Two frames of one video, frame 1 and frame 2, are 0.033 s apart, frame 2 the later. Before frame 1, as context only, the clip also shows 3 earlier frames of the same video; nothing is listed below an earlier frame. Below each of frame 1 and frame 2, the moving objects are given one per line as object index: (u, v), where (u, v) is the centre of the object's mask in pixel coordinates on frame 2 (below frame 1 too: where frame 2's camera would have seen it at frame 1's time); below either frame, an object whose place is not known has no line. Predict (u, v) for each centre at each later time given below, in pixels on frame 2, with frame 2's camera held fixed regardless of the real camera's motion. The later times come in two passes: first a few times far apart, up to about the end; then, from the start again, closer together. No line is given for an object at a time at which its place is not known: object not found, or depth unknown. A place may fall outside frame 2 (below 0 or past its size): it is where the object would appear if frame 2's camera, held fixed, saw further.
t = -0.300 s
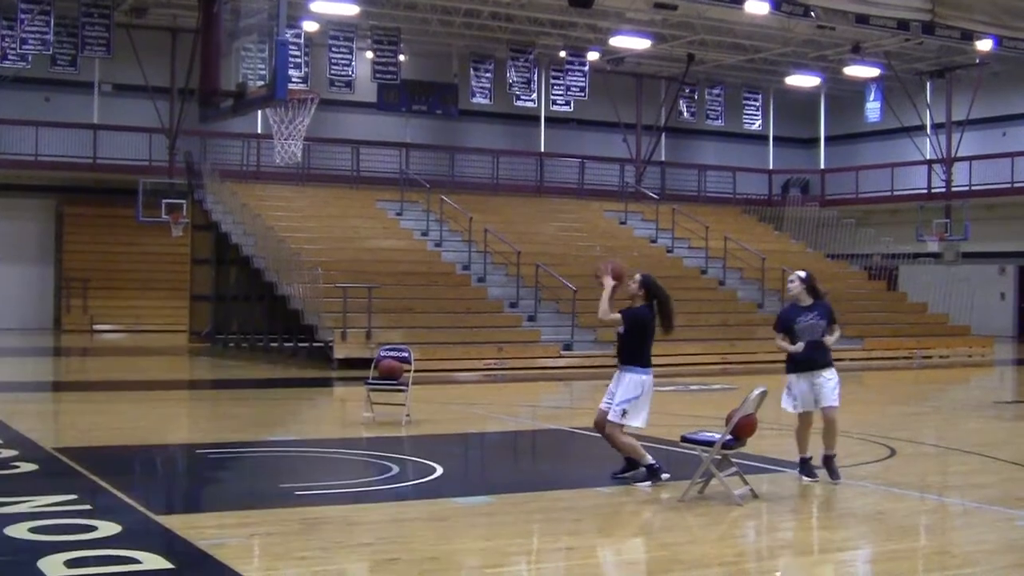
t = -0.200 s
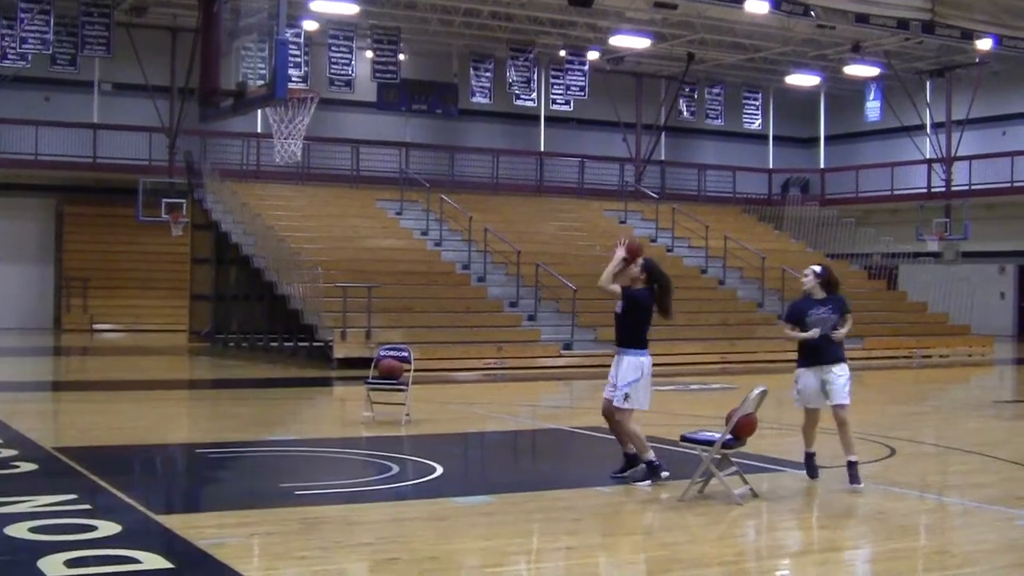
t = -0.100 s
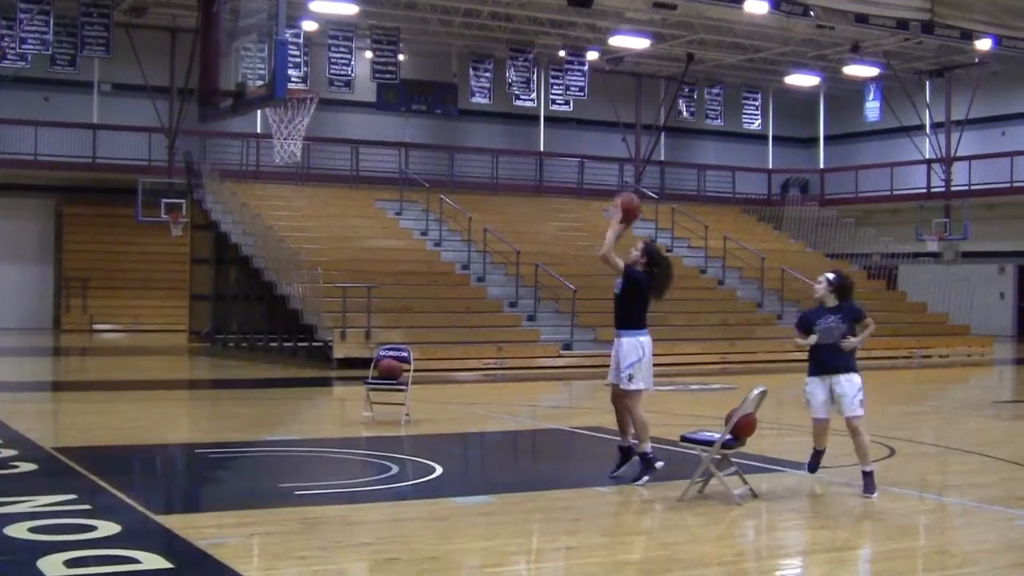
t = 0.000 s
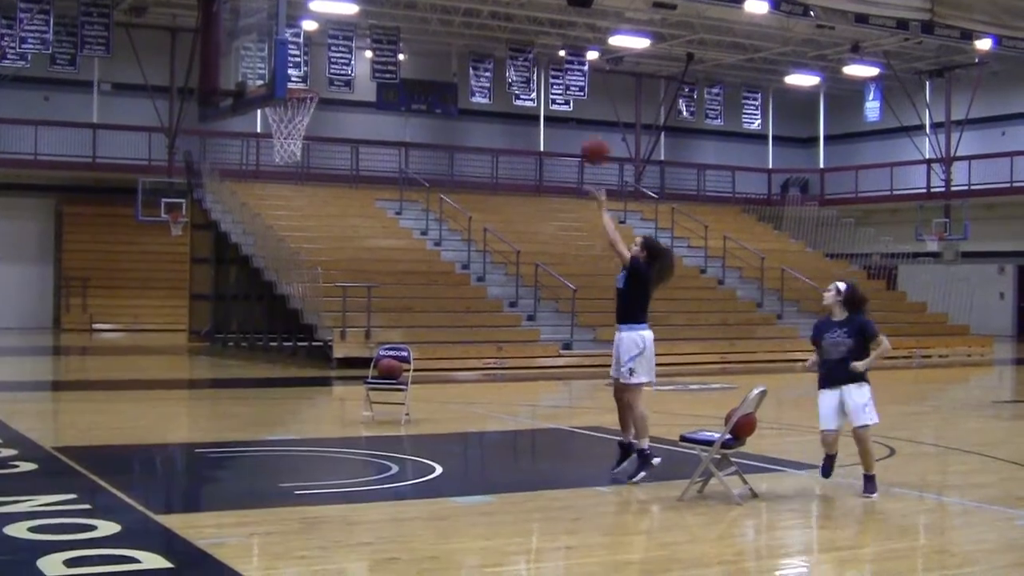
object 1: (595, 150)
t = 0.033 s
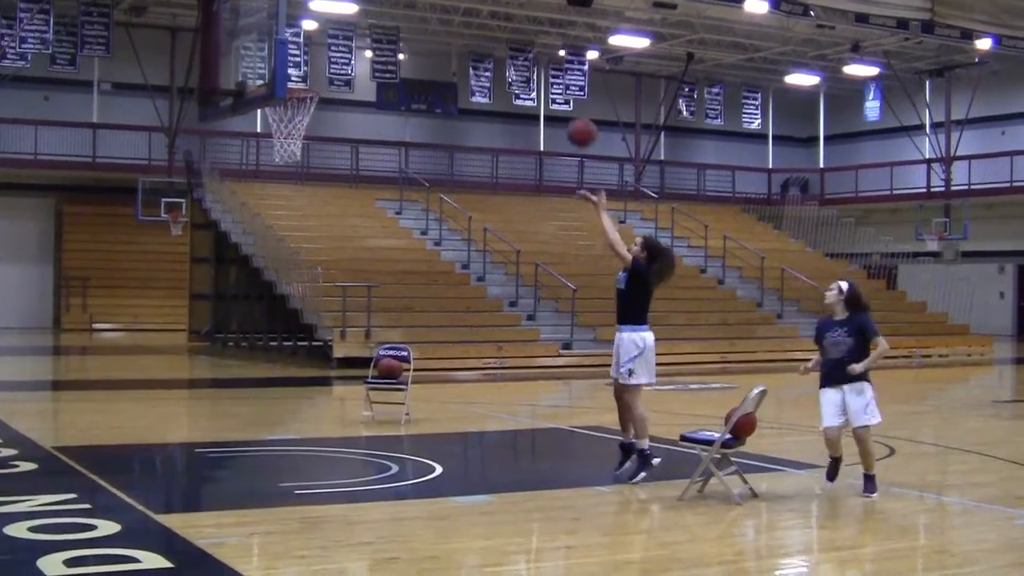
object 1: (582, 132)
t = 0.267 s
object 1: (492, 52)
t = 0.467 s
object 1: (414, 37)
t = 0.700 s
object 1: (328, 80)
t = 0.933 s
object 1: (381, 73)
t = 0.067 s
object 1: (568, 117)
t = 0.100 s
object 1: (555, 102)
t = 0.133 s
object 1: (542, 90)
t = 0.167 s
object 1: (529, 78)
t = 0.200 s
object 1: (517, 68)
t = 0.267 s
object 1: (492, 52)
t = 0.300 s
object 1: (478, 46)
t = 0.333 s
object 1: (465, 41)
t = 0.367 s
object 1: (452, 38)
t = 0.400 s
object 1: (440, 37)
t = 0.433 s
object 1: (427, 37)
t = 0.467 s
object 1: (414, 37)
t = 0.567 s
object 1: (378, 48)
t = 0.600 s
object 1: (365, 54)
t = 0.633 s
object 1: (353, 62)
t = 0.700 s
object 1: (328, 80)
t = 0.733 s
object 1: (330, 80)
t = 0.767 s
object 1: (339, 76)
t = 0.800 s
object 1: (347, 73)
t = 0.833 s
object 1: (356, 72)
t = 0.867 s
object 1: (364, 71)
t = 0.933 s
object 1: (381, 73)
